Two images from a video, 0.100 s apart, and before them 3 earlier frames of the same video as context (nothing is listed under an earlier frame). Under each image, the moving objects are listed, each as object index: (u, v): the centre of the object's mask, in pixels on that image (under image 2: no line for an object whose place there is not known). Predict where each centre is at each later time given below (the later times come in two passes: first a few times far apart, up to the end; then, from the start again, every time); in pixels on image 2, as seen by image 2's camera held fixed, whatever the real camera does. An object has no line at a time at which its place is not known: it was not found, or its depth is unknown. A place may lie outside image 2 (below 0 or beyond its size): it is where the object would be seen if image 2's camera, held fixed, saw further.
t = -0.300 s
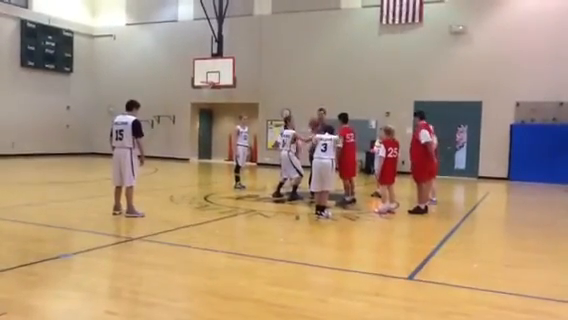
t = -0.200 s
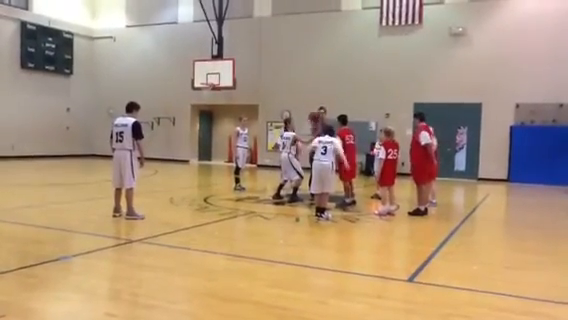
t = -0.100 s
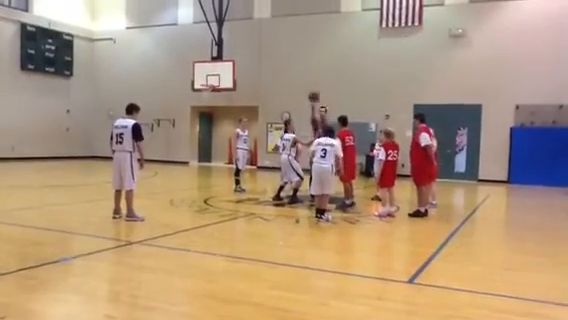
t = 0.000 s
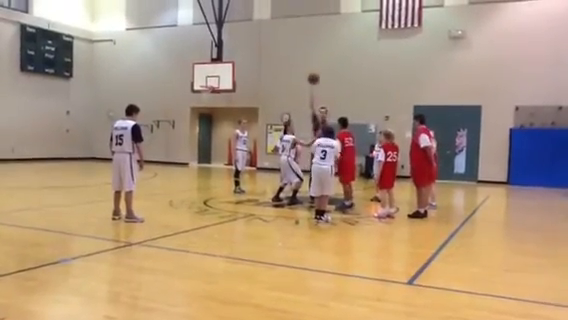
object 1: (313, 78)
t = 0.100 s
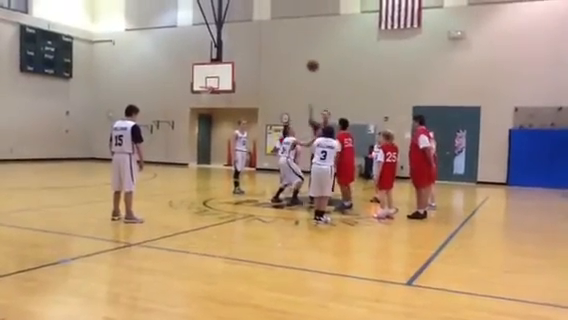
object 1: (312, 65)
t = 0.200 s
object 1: (312, 56)
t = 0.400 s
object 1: (311, 54)
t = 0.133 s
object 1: (312, 61)
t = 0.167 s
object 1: (312, 59)
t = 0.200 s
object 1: (312, 56)
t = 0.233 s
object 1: (312, 54)
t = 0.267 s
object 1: (312, 53)
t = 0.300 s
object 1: (312, 53)
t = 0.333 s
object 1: (311, 53)
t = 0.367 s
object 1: (311, 53)
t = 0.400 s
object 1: (311, 54)
